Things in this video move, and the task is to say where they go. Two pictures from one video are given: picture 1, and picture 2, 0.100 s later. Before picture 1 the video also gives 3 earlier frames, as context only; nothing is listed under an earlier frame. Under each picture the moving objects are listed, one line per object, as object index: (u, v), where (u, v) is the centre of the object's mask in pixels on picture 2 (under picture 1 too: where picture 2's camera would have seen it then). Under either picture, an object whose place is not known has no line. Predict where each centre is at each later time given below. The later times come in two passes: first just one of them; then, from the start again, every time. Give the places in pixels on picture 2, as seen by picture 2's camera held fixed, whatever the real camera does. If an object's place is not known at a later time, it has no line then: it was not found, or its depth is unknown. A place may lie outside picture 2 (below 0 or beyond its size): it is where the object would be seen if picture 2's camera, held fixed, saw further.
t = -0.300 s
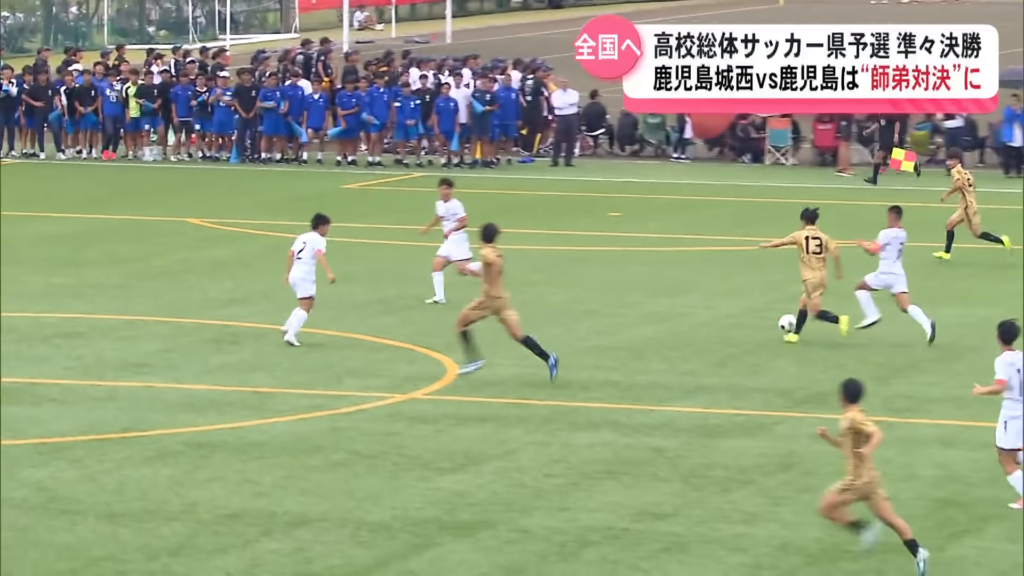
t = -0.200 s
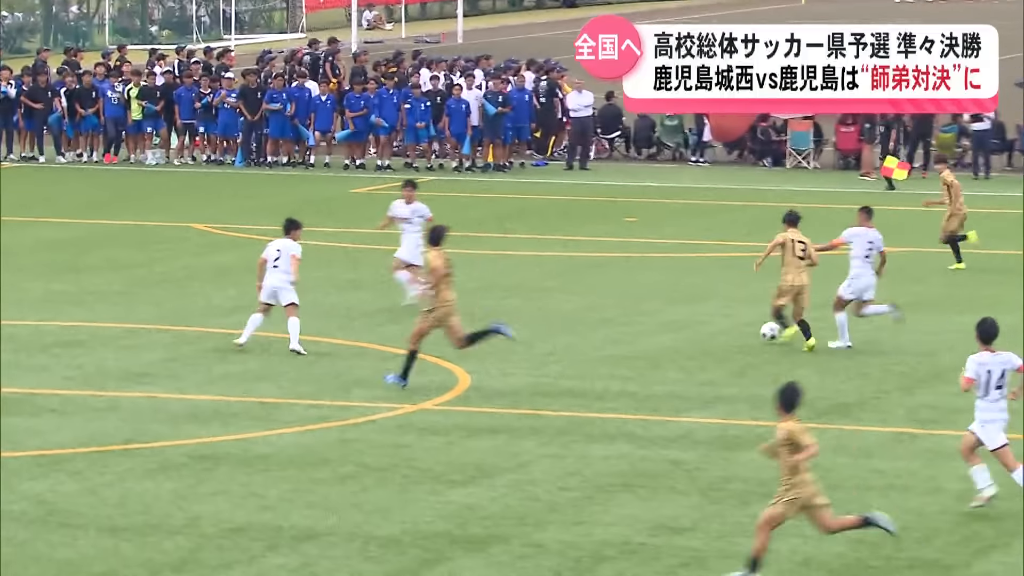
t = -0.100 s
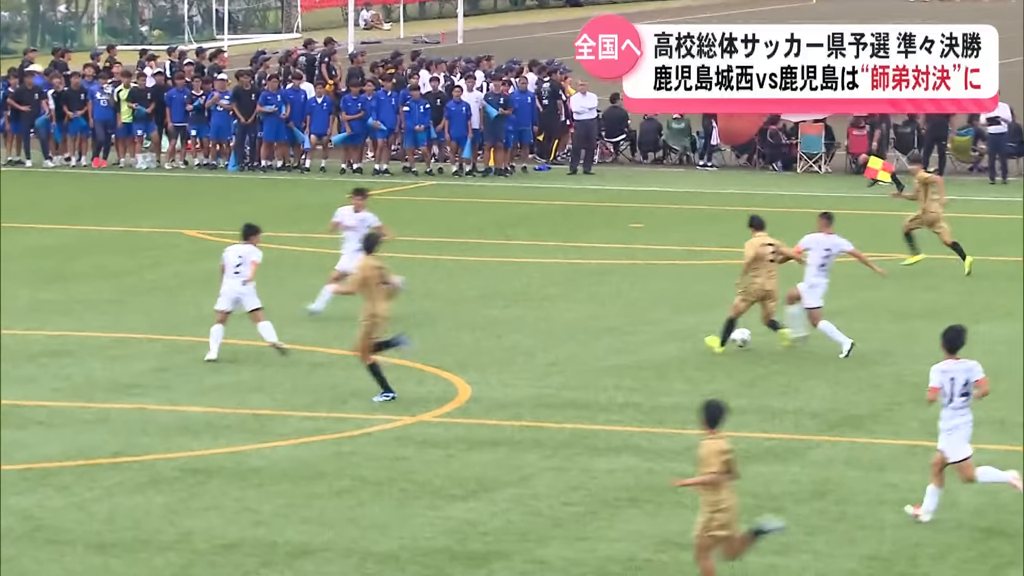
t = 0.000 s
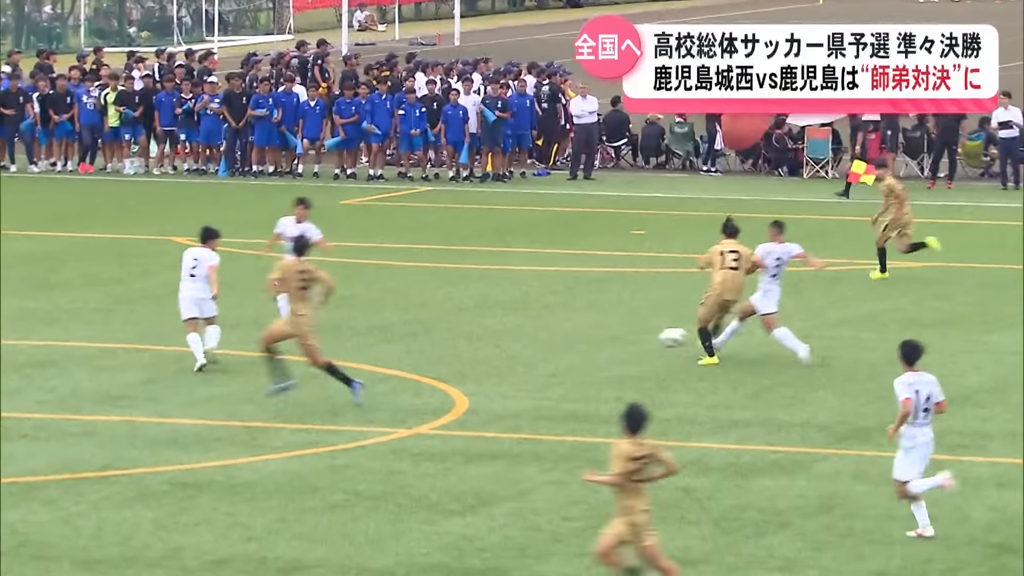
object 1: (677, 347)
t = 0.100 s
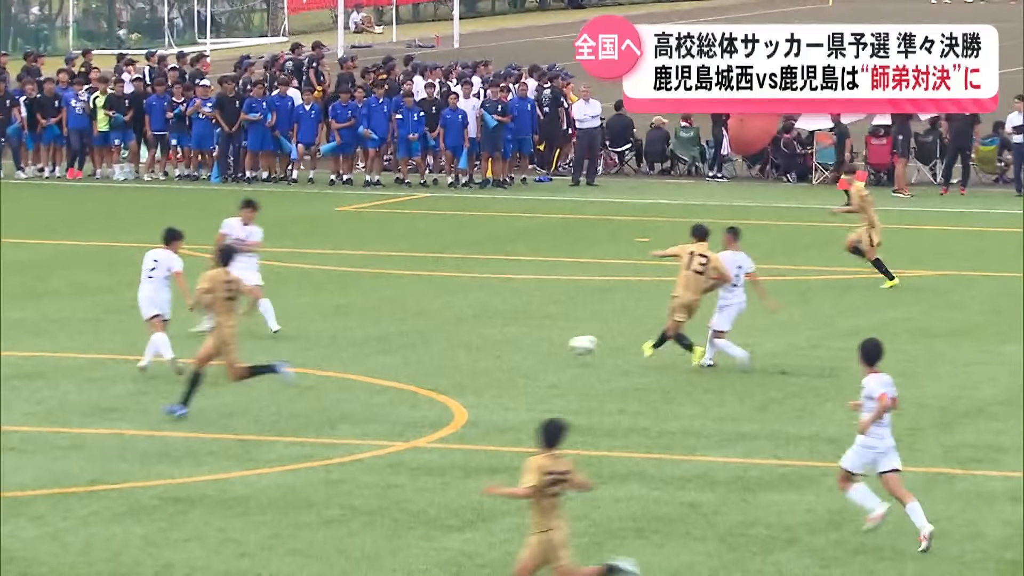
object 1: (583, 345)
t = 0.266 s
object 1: (438, 346)
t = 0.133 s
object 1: (551, 345)
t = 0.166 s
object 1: (521, 346)
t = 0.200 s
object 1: (491, 352)
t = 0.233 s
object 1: (464, 350)
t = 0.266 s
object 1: (438, 346)
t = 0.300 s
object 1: (413, 343)
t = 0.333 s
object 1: (390, 342)
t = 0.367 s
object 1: (366, 343)
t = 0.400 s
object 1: (344, 344)
